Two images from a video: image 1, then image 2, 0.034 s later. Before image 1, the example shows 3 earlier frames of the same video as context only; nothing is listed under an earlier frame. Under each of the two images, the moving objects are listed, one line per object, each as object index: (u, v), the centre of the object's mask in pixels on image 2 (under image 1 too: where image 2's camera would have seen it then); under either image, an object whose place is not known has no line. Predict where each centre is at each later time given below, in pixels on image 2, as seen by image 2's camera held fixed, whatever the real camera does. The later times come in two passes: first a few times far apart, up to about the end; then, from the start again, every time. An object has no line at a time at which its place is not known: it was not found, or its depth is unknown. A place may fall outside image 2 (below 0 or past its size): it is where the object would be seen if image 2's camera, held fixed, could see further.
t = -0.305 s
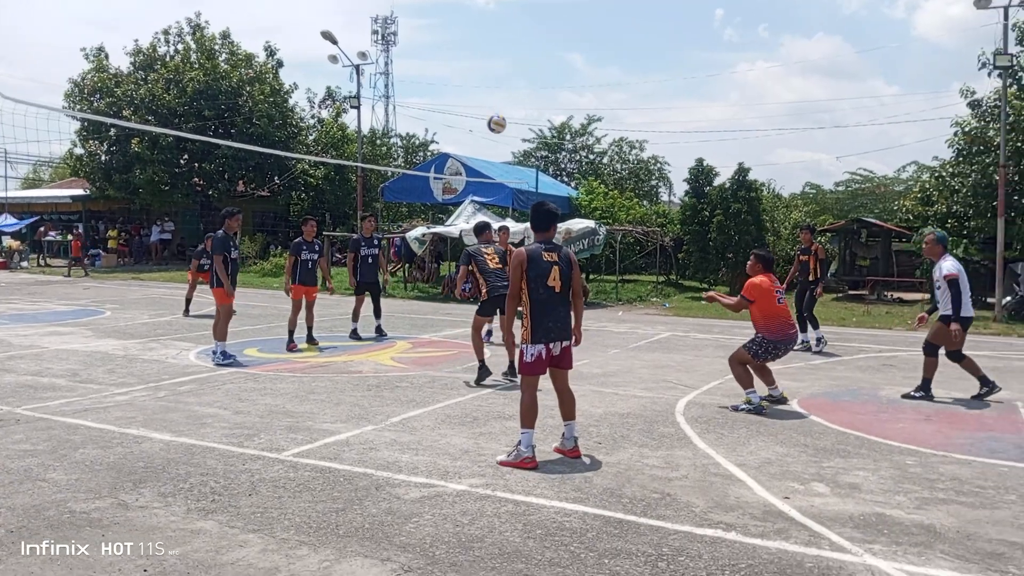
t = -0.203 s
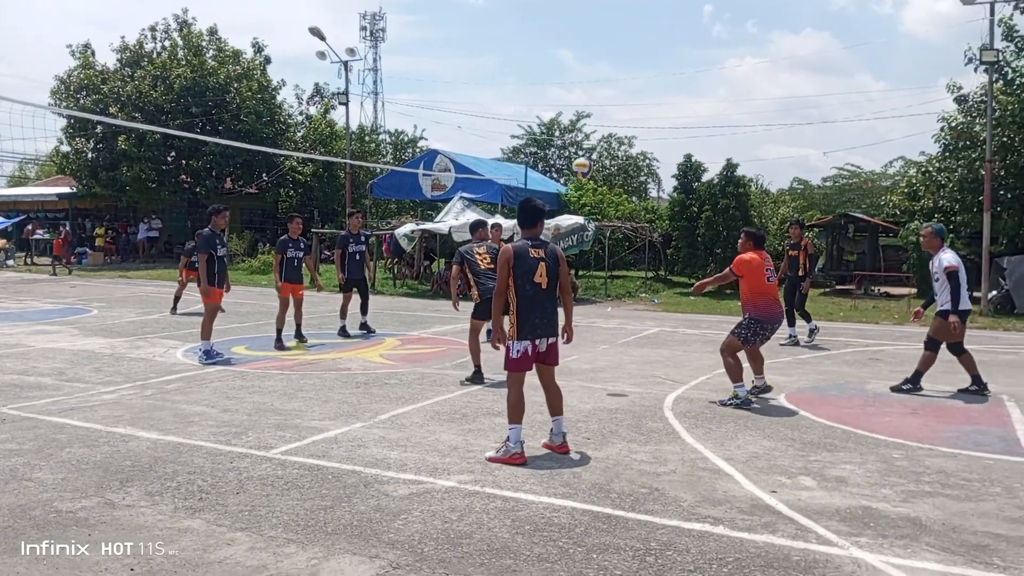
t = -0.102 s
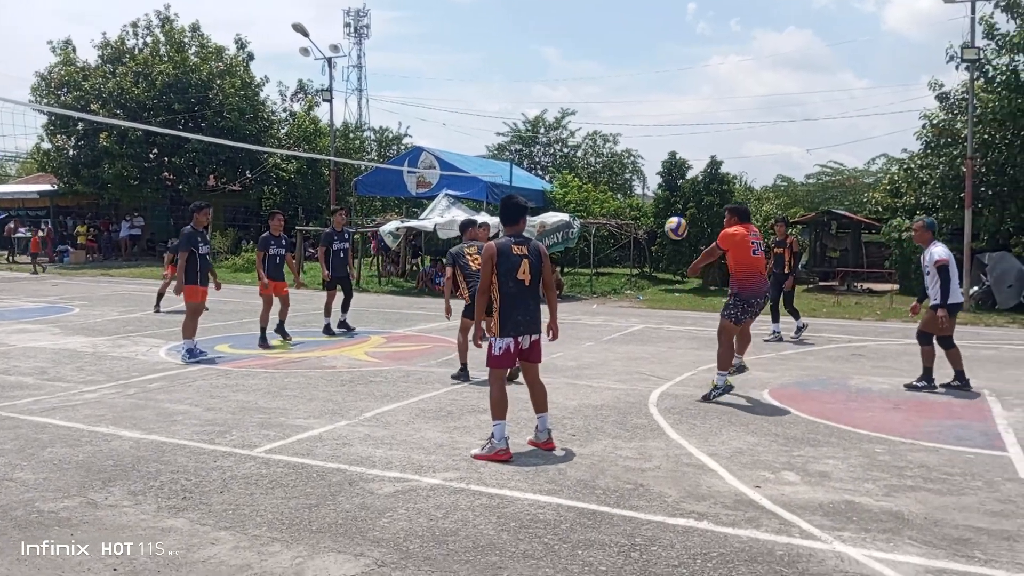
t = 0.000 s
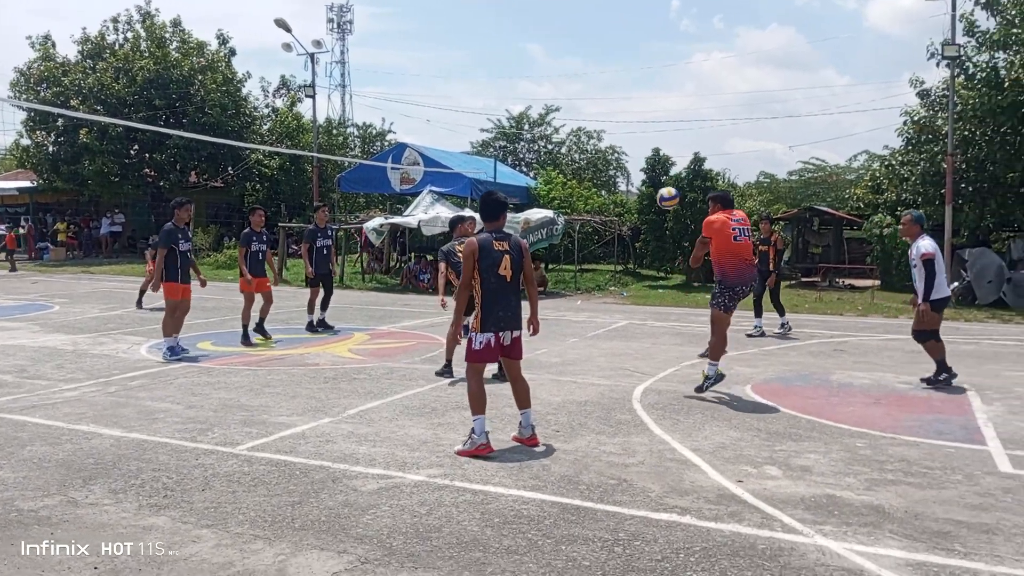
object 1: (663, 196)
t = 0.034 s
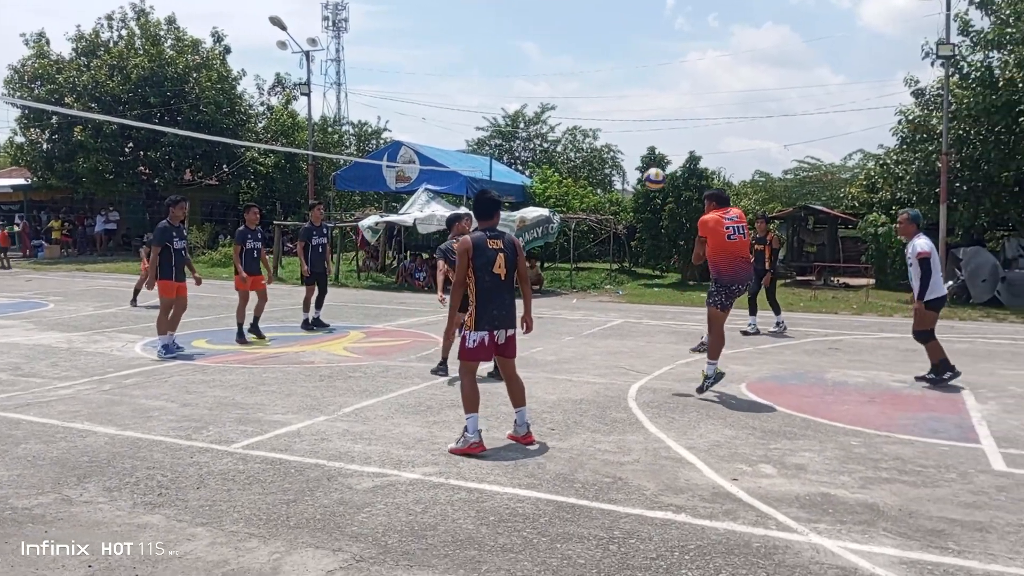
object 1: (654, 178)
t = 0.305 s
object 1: (583, 86)
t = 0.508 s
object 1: (535, 66)
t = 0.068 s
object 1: (645, 163)
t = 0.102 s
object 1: (635, 148)
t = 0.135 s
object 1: (627, 134)
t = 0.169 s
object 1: (618, 122)
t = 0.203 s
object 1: (609, 112)
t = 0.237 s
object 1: (600, 102)
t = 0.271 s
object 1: (592, 93)
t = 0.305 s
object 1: (583, 86)
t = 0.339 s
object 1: (575, 79)
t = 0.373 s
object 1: (566, 74)
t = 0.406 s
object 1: (558, 70)
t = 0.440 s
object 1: (550, 68)
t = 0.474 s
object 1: (542, 66)
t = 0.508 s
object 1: (535, 66)
